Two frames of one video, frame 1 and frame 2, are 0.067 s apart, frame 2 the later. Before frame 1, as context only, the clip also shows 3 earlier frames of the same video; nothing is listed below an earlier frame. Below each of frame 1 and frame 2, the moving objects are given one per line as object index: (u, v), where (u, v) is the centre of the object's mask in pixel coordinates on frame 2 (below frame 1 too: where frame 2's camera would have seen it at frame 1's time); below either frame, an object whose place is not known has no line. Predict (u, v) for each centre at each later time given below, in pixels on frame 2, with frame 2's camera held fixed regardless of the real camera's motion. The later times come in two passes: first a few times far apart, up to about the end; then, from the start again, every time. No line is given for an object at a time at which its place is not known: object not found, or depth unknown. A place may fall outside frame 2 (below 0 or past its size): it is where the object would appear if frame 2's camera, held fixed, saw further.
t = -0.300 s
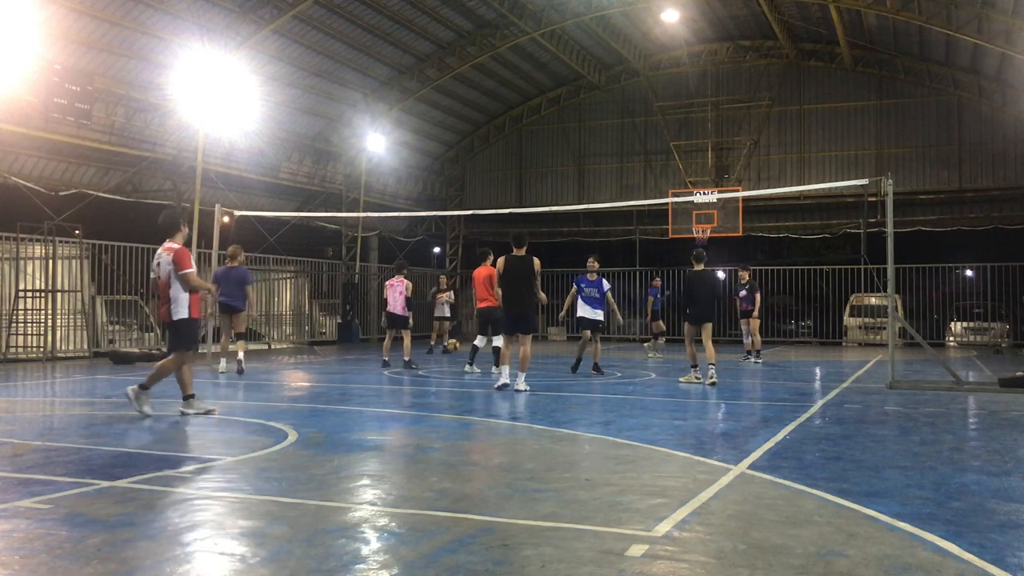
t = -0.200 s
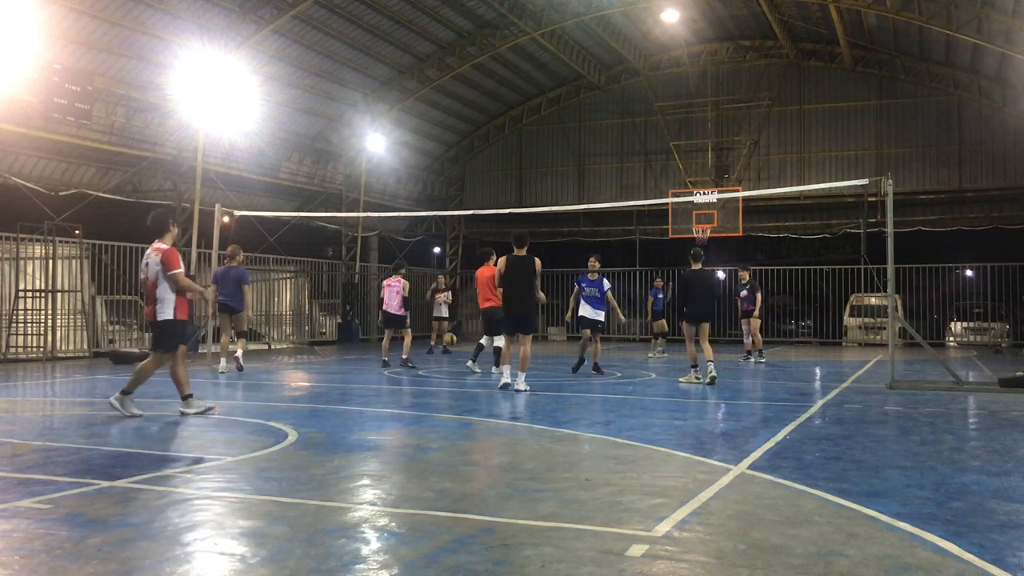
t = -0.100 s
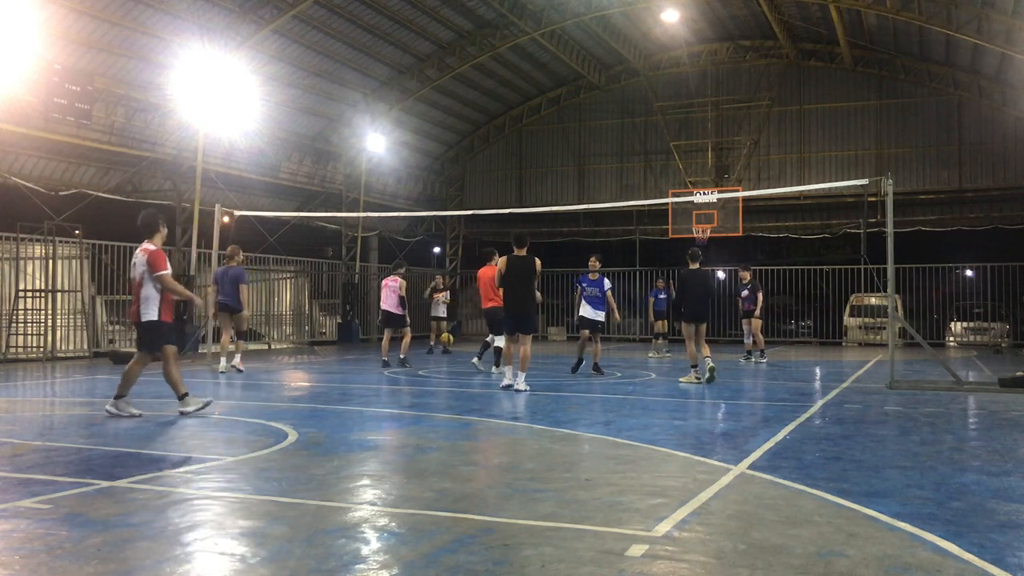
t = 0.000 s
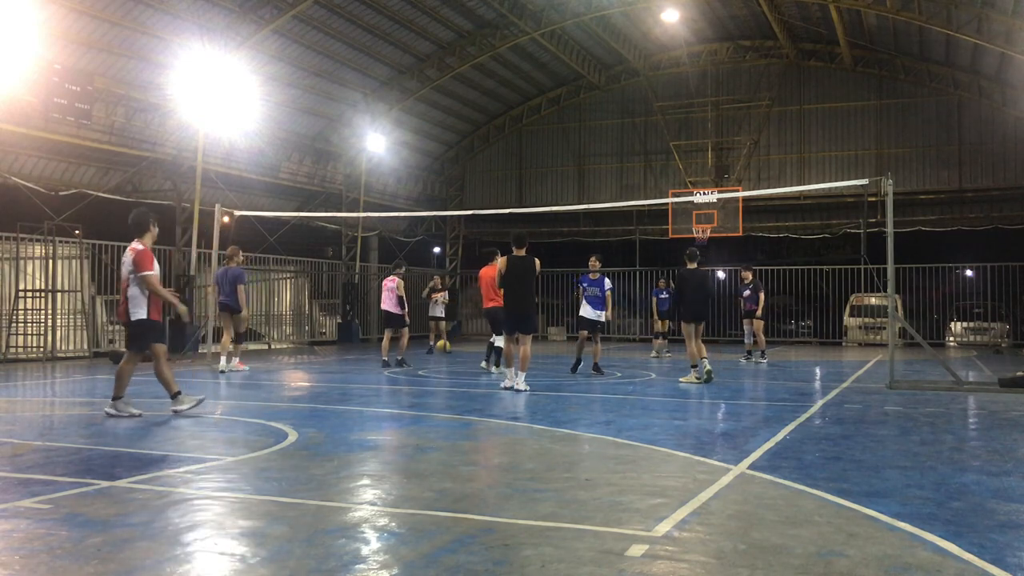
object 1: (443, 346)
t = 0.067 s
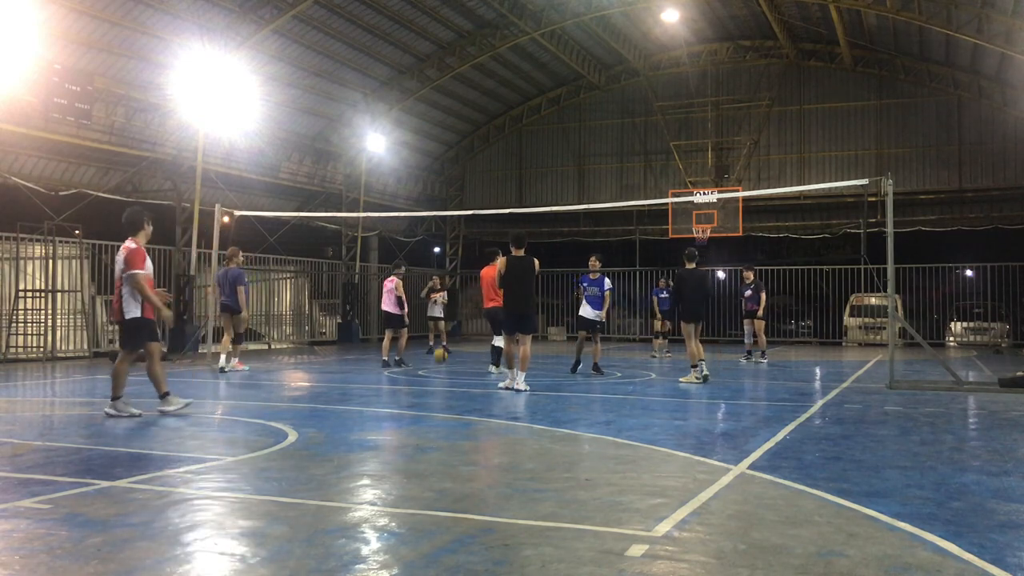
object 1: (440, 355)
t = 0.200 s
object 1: (435, 354)
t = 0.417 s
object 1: (426, 353)
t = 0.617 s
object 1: (415, 369)
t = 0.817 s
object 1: (405, 367)
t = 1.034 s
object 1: (391, 381)
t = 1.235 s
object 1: (377, 389)
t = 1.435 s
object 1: (359, 399)
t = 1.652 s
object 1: (333, 432)
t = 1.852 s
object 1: (305, 434)
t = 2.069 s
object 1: (263, 465)
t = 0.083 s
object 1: (439, 359)
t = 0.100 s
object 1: (439, 361)
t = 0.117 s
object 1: (437, 363)
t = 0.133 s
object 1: (437, 361)
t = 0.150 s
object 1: (436, 359)
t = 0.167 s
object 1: (436, 357)
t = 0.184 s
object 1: (435, 355)
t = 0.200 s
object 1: (435, 354)
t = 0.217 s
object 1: (435, 352)
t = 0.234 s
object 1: (433, 352)
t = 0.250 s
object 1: (432, 350)
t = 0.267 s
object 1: (432, 350)
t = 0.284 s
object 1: (431, 349)
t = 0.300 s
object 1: (431, 349)
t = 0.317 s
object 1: (430, 349)
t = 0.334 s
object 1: (429, 349)
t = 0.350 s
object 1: (428, 349)
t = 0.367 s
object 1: (427, 350)
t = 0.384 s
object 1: (427, 351)
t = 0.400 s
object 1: (426, 352)
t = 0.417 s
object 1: (426, 353)
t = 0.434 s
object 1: (424, 354)
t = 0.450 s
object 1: (423, 356)
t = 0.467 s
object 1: (423, 358)
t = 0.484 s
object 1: (421, 361)
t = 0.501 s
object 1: (421, 363)
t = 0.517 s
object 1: (420, 367)
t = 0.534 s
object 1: (419, 369)
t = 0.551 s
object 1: (418, 372)
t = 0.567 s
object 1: (417, 374)
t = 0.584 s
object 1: (417, 372)
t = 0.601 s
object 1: (416, 371)
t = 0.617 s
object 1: (415, 369)
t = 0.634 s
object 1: (414, 368)
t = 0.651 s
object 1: (413, 367)
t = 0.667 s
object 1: (413, 366)
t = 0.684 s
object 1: (412, 365)
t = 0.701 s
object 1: (411, 364)
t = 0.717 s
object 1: (410, 364)
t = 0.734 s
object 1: (409, 364)
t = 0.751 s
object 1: (408, 364)
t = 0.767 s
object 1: (407, 364)
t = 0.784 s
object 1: (406, 365)
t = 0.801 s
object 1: (406, 366)
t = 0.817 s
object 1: (405, 367)
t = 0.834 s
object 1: (403, 369)
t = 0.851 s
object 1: (402, 371)
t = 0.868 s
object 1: (401, 373)
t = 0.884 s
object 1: (400, 376)
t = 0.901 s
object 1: (399, 378)
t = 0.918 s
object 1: (398, 382)
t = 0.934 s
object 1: (397, 385)
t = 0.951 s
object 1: (396, 389)
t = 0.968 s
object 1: (395, 388)
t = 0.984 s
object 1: (394, 385)
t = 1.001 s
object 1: (393, 384)
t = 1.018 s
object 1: (392, 382)
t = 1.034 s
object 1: (391, 381)
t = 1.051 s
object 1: (390, 379)
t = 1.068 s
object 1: (389, 379)
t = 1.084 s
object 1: (388, 378)
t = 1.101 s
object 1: (386, 378)
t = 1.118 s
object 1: (386, 378)
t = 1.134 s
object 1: (384, 379)
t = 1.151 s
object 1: (383, 379)
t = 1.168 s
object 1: (382, 380)
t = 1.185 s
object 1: (381, 382)
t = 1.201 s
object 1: (380, 383)
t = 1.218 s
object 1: (378, 386)
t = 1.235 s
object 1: (377, 389)
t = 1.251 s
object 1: (376, 391)
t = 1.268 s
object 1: (374, 394)
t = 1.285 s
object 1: (372, 398)
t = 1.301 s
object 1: (371, 403)
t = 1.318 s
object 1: (370, 407)
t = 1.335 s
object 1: (368, 406)
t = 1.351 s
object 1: (367, 404)
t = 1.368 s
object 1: (366, 402)
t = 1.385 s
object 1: (364, 401)
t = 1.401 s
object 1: (362, 400)
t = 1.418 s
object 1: (361, 399)
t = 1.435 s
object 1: (359, 399)
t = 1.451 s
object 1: (357, 399)
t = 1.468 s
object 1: (356, 399)
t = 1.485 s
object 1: (354, 400)
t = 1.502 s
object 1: (352, 401)
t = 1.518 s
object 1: (350, 402)
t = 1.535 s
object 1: (348, 404)
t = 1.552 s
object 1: (346, 407)
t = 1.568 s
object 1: (344, 410)
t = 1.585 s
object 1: (342, 413)
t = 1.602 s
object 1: (340, 417)
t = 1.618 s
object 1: (338, 422)
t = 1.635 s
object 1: (336, 427)
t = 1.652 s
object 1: (333, 432)
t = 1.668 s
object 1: (331, 430)
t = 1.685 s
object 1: (329, 428)
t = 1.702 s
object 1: (327, 427)
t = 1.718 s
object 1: (325, 426)
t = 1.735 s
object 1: (323, 425)
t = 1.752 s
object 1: (320, 425)
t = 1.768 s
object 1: (318, 425)
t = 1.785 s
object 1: (316, 426)
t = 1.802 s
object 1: (313, 427)
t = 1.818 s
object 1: (310, 429)
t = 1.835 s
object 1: (307, 431)
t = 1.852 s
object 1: (305, 434)
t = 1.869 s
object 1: (302, 437)
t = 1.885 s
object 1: (300, 441)
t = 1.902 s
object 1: (296, 446)
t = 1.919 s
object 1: (293, 452)
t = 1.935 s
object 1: (290, 457)
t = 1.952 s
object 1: (286, 464)
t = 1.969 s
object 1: (283, 463)
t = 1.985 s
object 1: (280, 462)
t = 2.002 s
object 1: (276, 462)
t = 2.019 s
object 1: (273, 461)
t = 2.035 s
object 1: (270, 462)
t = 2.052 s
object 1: (266, 463)
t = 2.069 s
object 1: (263, 465)
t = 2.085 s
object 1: (259, 467)
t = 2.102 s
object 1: (254, 471)
